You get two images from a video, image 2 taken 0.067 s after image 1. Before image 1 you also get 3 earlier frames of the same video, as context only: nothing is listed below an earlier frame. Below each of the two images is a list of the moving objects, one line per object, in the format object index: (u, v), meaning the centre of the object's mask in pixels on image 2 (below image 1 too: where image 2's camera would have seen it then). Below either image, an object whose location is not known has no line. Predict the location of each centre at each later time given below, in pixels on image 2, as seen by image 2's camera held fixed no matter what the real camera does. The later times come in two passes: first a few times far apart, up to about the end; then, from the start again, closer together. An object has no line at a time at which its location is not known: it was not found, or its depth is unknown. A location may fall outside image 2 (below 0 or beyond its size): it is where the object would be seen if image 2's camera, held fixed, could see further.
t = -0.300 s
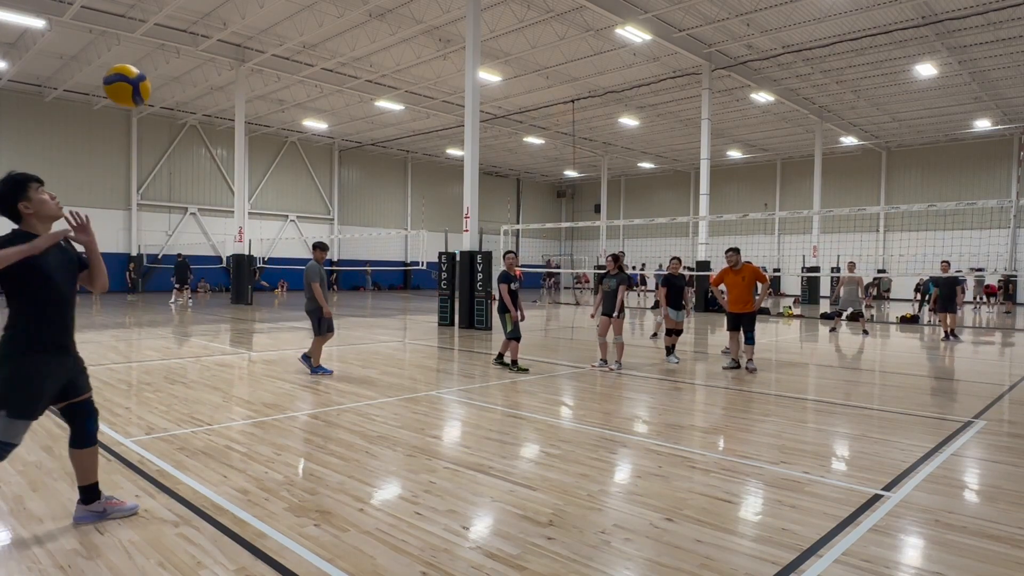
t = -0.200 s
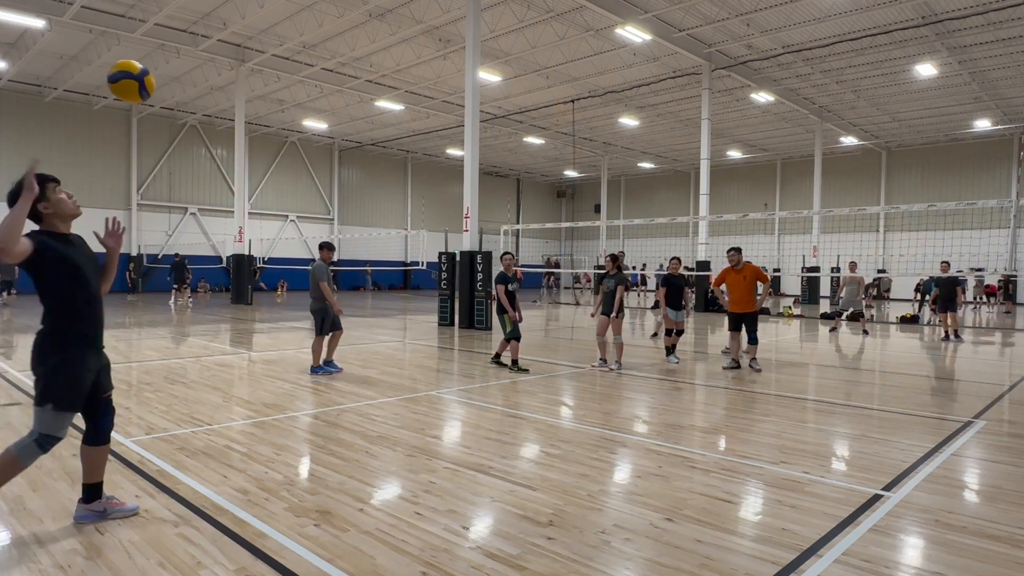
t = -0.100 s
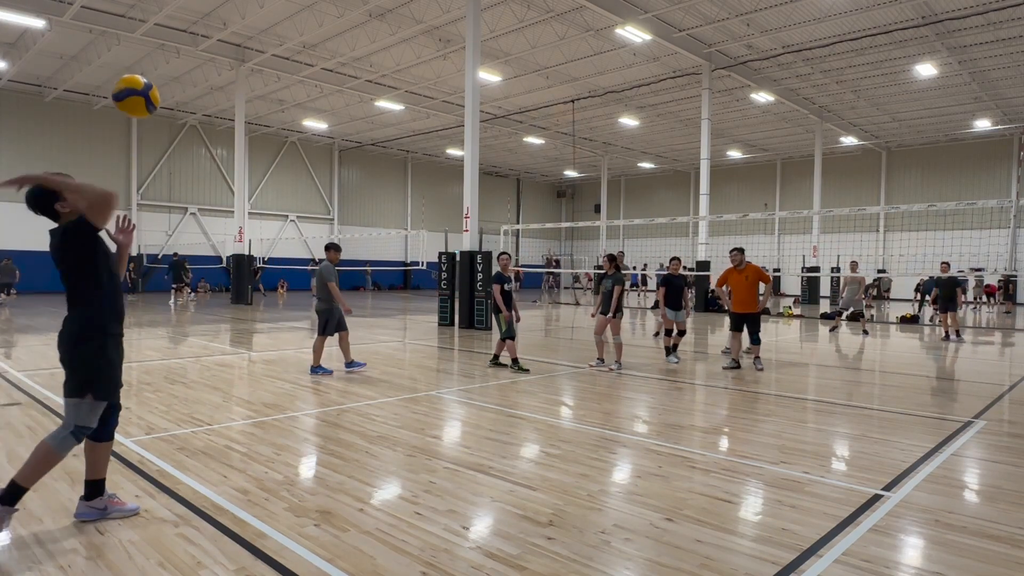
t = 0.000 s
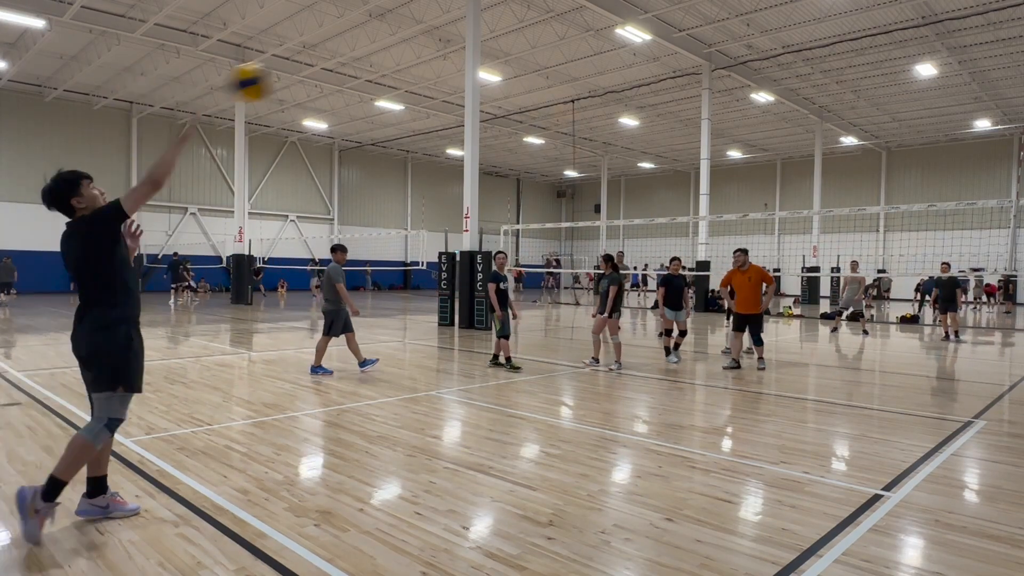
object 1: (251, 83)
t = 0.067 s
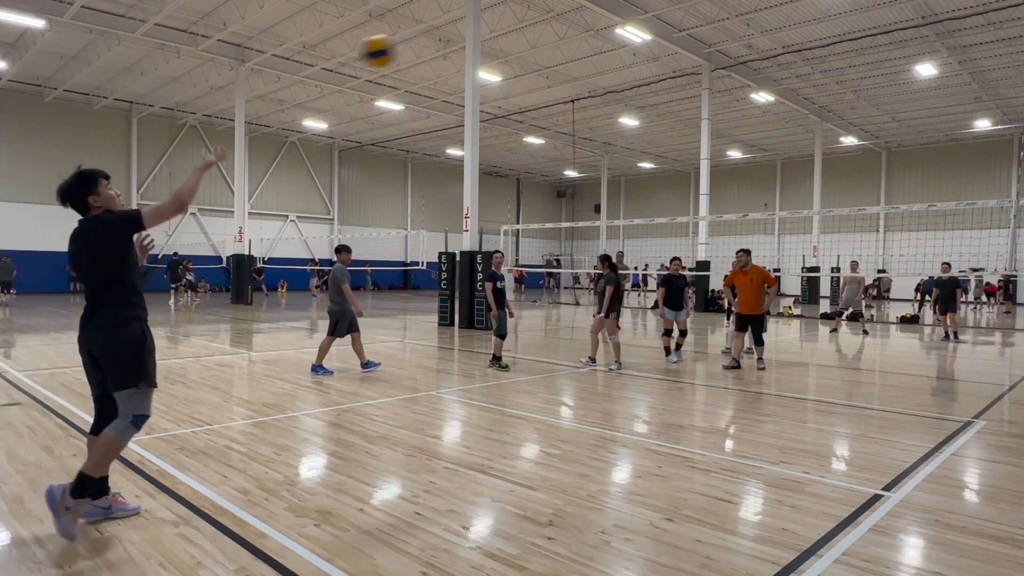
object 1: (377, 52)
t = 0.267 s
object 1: (602, 19)
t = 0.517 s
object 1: (745, 30)
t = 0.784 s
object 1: (840, 75)
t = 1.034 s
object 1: (899, 139)
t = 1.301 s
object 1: (940, 221)
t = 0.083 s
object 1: (404, 47)
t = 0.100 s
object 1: (428, 42)
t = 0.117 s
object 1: (451, 37)
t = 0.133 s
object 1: (472, 33)
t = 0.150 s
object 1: (492, 31)
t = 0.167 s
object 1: (511, 28)
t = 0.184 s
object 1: (528, 25)
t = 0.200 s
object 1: (545, 24)
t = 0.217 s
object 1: (561, 22)
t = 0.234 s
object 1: (575, 21)
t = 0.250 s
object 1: (589, 19)
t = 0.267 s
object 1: (602, 19)
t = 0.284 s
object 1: (613, 17)
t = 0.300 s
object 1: (626, 17)
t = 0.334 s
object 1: (648, 17)
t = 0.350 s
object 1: (659, 18)
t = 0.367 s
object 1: (668, 17)
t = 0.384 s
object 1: (680, 19)
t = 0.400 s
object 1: (688, 19)
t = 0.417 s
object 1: (698, 20)
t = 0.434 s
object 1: (707, 21)
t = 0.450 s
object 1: (715, 22)
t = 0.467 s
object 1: (723, 24)
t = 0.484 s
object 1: (731, 26)
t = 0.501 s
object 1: (738, 27)
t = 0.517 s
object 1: (745, 30)
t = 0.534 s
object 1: (753, 32)
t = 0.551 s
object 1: (760, 34)
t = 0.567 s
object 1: (767, 36)
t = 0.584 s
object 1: (773, 38)
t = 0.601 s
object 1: (780, 41)
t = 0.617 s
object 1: (786, 43)
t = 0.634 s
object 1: (792, 46)
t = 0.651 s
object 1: (798, 48)
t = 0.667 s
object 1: (803, 52)
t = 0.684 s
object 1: (809, 55)
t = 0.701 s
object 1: (814, 58)
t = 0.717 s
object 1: (820, 62)
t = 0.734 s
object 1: (825, 65)
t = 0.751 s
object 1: (830, 68)
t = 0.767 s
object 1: (835, 72)
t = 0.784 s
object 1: (840, 75)
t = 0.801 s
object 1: (845, 79)
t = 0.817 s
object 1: (849, 82)
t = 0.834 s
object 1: (854, 87)
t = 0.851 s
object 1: (858, 91)
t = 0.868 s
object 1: (862, 95)
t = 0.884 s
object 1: (866, 98)
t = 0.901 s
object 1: (870, 103)
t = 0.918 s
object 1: (874, 107)
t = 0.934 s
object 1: (878, 112)
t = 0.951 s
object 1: (882, 116)
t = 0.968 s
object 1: (885, 120)
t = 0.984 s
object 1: (889, 125)
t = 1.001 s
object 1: (893, 130)
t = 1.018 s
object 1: (896, 134)
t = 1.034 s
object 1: (899, 139)
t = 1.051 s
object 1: (902, 144)
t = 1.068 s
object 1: (905, 149)
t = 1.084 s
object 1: (908, 154)
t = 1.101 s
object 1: (911, 158)
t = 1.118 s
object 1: (913, 164)
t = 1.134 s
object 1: (916, 169)
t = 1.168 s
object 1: (922, 179)
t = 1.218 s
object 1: (929, 194)
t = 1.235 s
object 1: (931, 200)
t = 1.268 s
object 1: (936, 212)
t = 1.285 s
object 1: (938, 217)
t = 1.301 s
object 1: (940, 221)
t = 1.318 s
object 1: (942, 227)
